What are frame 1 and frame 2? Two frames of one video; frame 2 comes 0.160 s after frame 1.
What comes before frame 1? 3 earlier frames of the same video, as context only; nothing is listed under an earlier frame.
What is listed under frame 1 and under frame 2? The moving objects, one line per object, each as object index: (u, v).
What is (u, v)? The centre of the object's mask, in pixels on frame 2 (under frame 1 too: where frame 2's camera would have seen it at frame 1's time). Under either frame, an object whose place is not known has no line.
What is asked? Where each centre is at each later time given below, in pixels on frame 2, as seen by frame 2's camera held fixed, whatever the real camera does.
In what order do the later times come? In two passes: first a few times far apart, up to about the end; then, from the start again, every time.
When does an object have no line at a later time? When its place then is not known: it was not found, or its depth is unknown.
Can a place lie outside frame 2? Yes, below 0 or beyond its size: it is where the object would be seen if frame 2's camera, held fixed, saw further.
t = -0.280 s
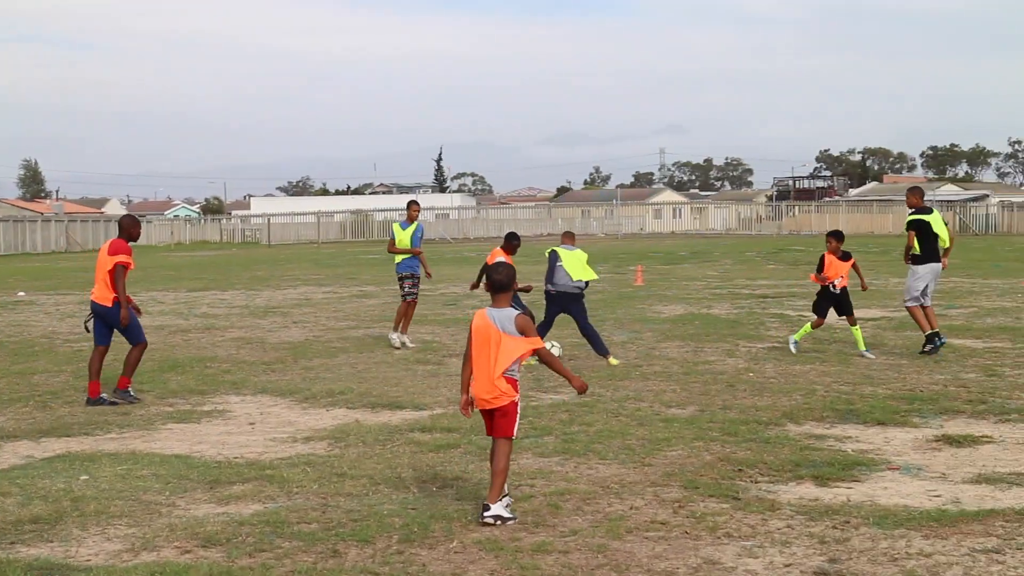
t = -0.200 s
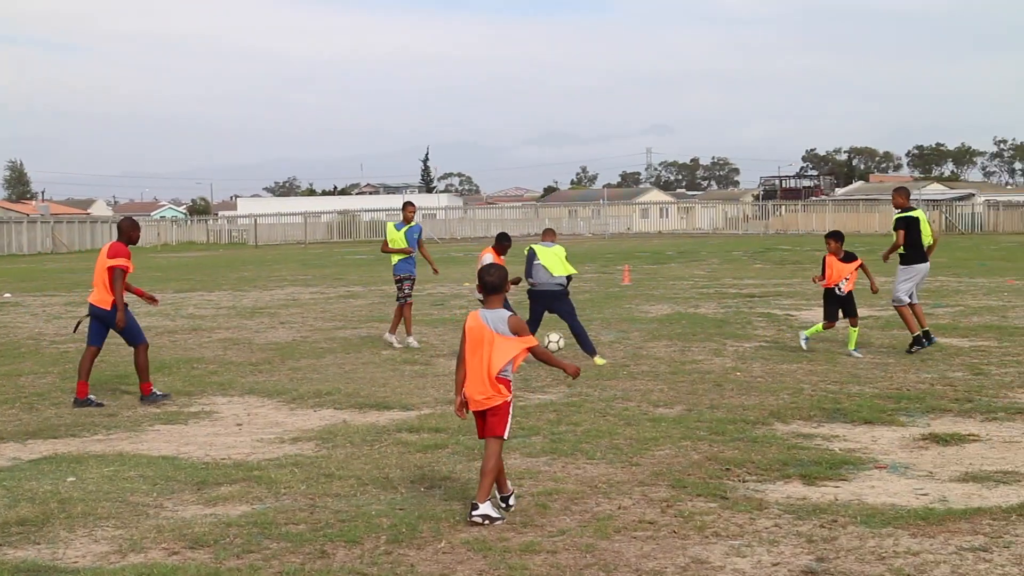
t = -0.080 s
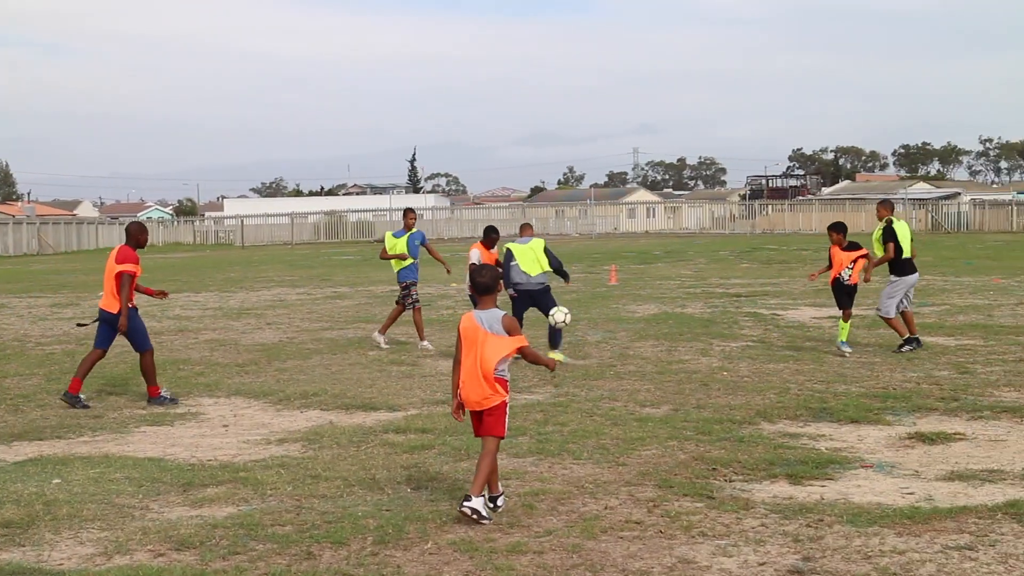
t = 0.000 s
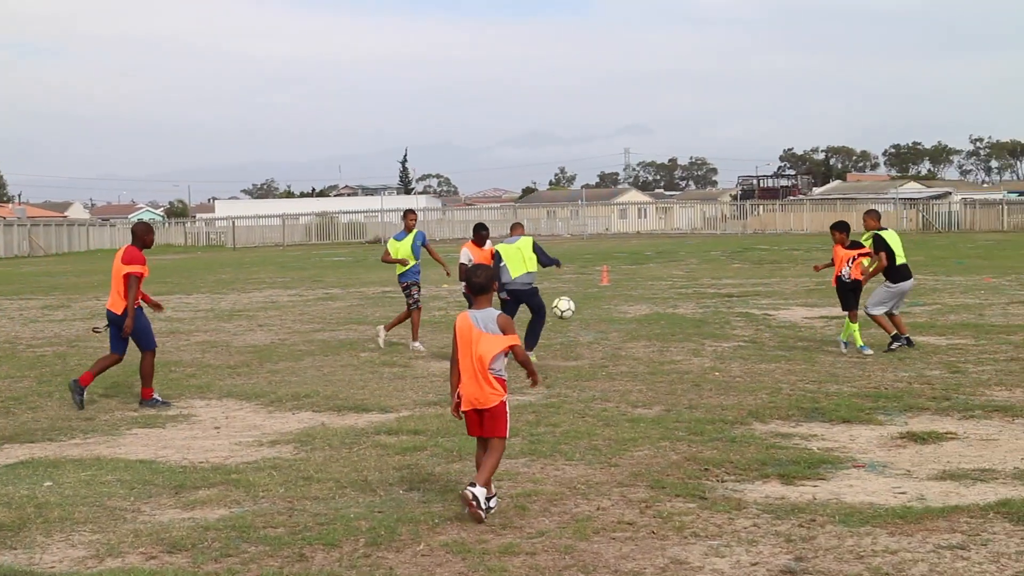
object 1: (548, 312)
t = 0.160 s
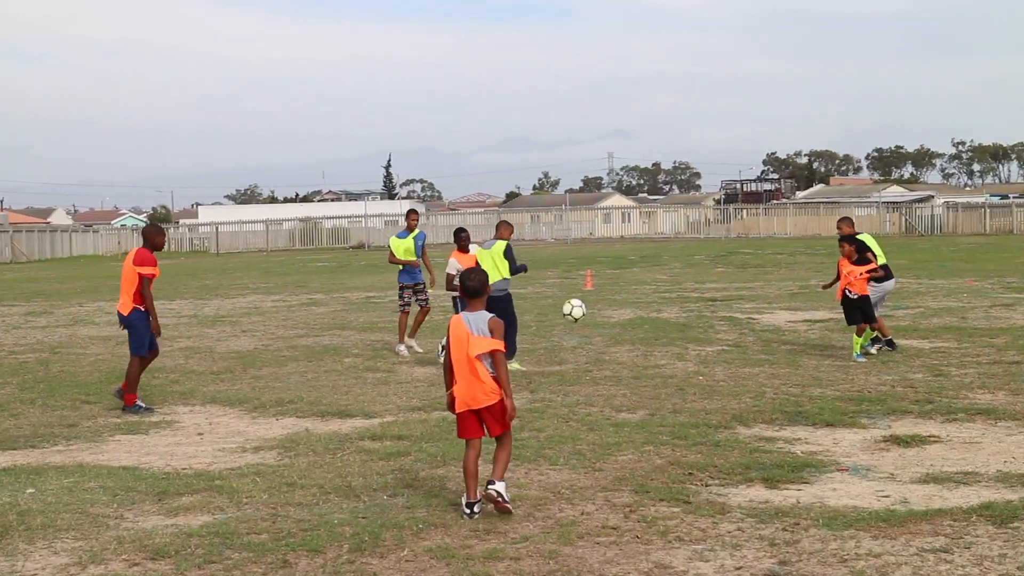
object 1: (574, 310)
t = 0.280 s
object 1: (596, 327)
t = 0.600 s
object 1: (653, 361)
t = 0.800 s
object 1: (684, 360)
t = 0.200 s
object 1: (581, 314)
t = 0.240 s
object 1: (589, 319)
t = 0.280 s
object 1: (596, 327)
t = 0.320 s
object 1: (604, 336)
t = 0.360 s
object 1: (611, 347)
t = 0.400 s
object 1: (619, 361)
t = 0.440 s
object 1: (628, 376)
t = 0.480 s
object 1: (635, 382)
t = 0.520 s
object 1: (641, 373)
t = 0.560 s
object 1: (646, 366)
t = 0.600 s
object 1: (653, 361)
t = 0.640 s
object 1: (659, 357)
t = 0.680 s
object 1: (665, 355)
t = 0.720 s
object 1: (671, 355)
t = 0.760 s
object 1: (677, 357)
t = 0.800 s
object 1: (684, 360)
